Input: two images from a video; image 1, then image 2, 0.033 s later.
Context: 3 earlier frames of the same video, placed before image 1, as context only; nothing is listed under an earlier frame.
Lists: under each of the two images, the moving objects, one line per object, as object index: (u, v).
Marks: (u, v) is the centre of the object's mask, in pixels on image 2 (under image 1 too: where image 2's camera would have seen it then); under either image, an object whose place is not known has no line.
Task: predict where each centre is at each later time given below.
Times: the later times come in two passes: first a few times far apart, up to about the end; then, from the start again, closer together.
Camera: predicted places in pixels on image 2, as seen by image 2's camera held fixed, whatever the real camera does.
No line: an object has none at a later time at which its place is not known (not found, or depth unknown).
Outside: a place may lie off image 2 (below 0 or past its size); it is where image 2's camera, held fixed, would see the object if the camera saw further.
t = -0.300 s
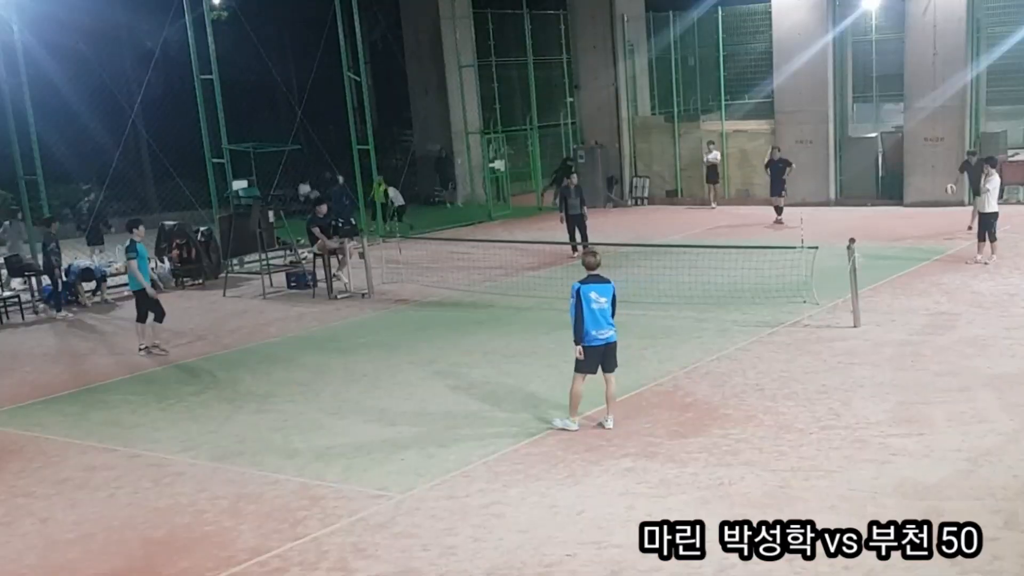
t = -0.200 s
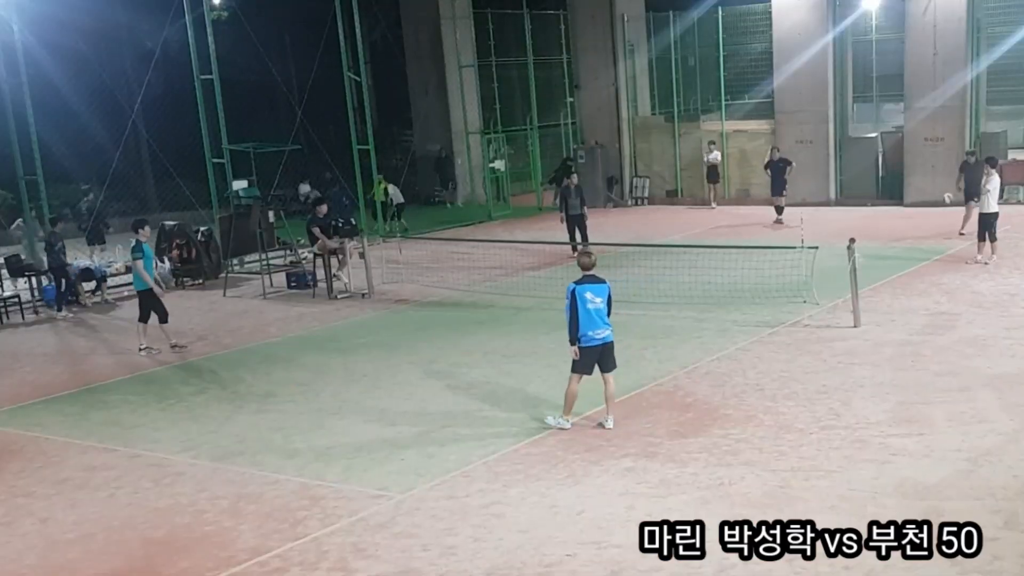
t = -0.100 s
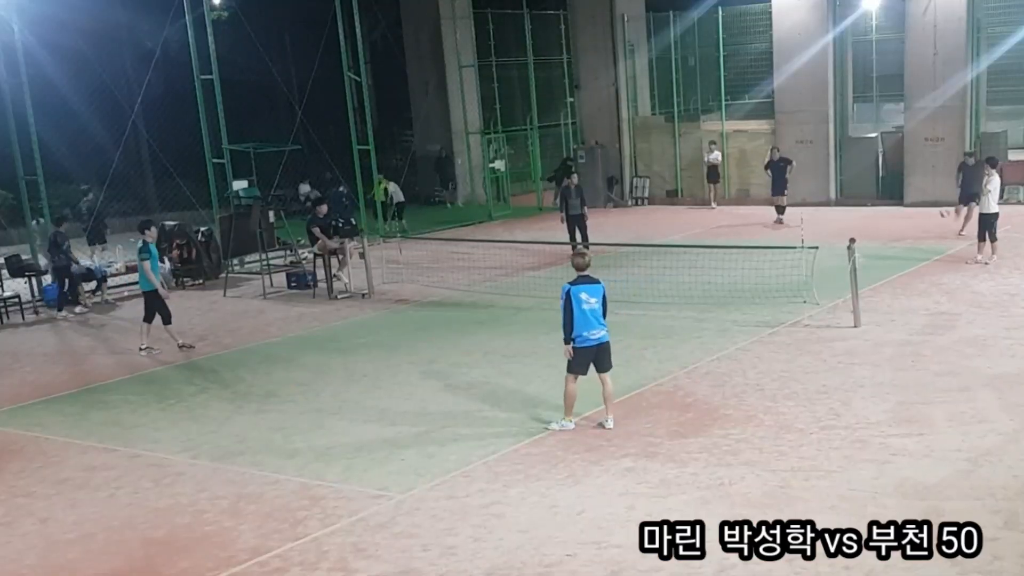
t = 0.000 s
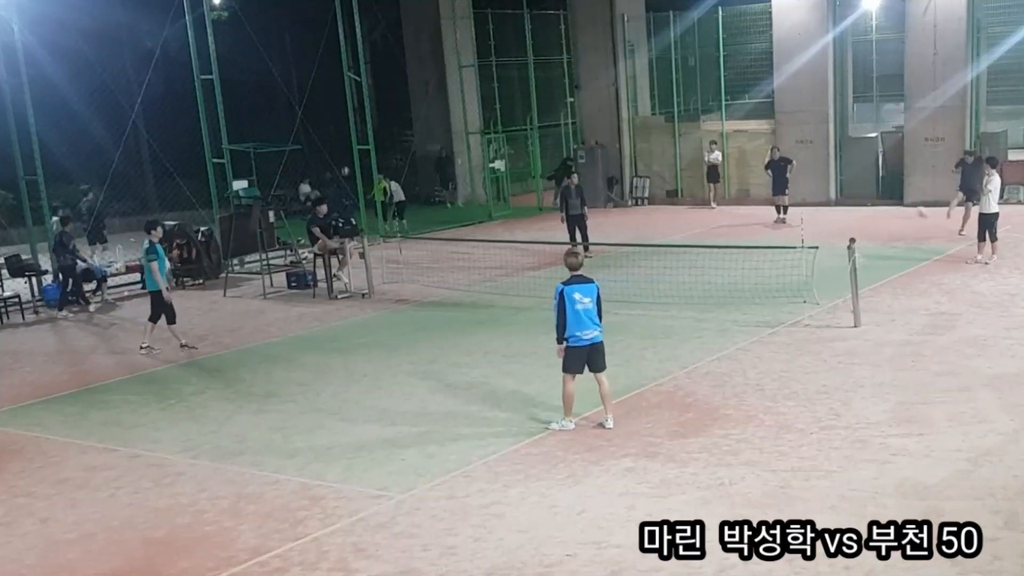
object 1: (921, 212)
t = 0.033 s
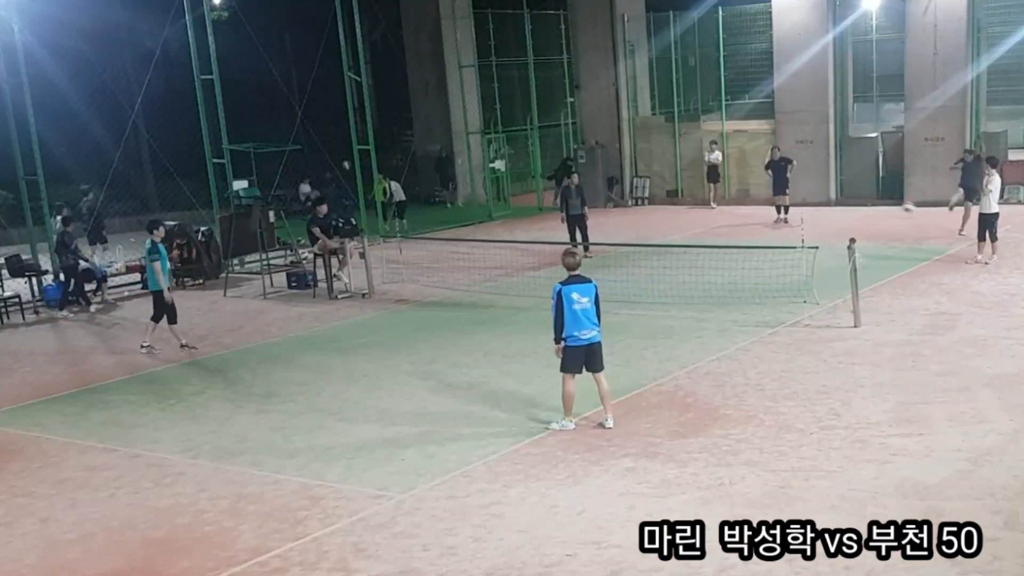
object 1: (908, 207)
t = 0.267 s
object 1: (789, 188)
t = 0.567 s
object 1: (579, 216)
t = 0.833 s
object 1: (329, 310)
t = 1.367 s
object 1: (-313, 408)
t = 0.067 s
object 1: (893, 202)
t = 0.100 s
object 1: (877, 199)
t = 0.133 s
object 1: (862, 195)
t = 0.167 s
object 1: (845, 193)
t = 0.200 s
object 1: (828, 191)
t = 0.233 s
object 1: (809, 188)
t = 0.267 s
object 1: (789, 188)
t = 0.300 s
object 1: (770, 188)
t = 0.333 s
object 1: (749, 188)
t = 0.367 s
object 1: (727, 190)
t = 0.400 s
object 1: (705, 192)
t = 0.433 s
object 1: (682, 195)
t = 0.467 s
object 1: (657, 199)
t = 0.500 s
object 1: (633, 203)
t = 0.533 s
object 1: (607, 209)
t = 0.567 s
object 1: (579, 216)
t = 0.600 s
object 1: (553, 223)
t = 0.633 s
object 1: (524, 232)
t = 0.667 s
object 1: (492, 243)
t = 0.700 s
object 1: (462, 253)
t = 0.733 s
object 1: (432, 266)
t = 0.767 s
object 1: (397, 281)
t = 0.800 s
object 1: (363, 297)
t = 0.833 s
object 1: (329, 310)
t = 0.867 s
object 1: (293, 330)
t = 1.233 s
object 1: (-134, 396)
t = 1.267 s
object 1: (-175, 397)
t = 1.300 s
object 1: (-221, 399)
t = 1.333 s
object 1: (-264, 404)
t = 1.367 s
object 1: (-313, 408)
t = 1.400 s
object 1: (-359, 416)
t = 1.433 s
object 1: (-411, 424)
